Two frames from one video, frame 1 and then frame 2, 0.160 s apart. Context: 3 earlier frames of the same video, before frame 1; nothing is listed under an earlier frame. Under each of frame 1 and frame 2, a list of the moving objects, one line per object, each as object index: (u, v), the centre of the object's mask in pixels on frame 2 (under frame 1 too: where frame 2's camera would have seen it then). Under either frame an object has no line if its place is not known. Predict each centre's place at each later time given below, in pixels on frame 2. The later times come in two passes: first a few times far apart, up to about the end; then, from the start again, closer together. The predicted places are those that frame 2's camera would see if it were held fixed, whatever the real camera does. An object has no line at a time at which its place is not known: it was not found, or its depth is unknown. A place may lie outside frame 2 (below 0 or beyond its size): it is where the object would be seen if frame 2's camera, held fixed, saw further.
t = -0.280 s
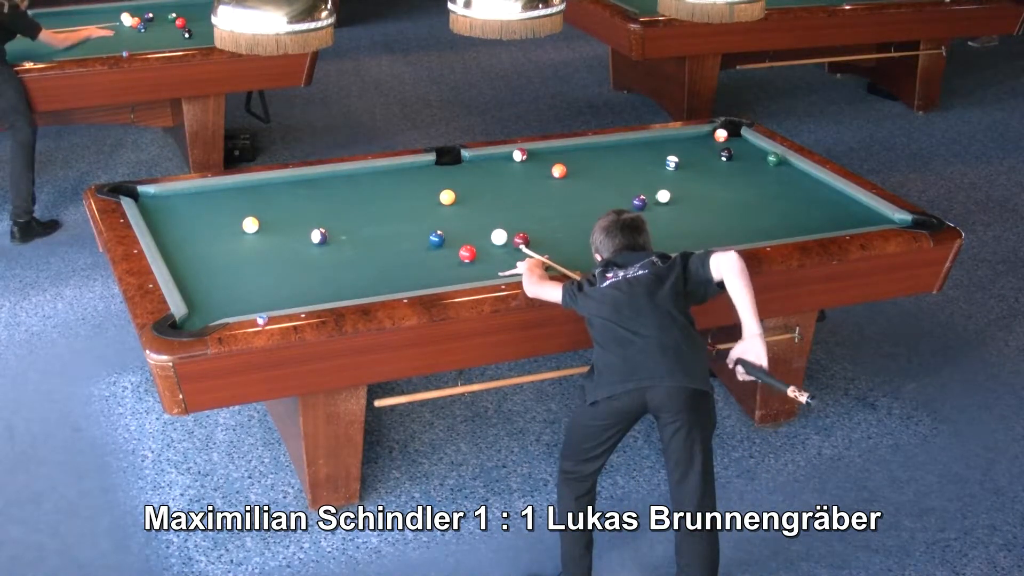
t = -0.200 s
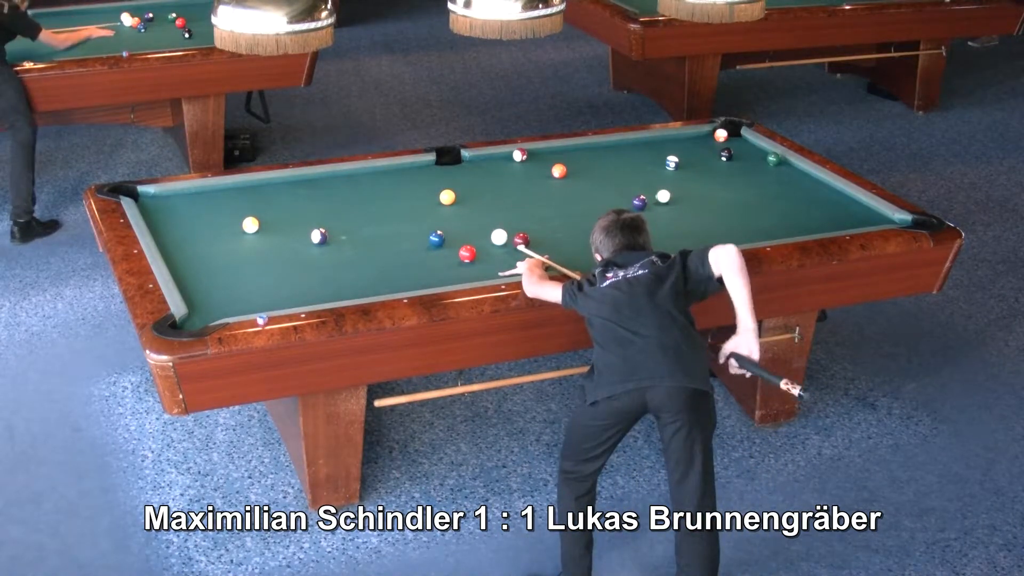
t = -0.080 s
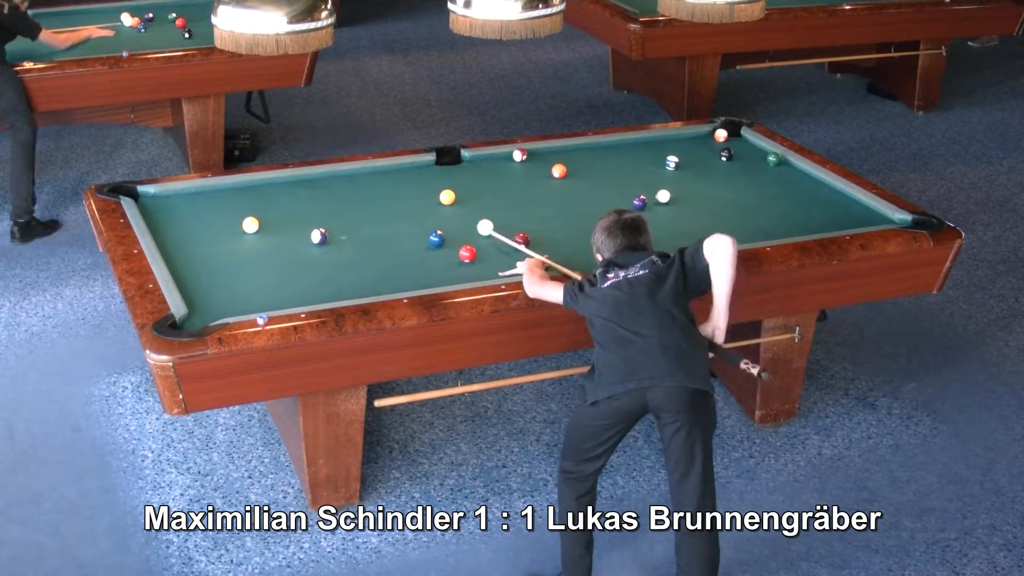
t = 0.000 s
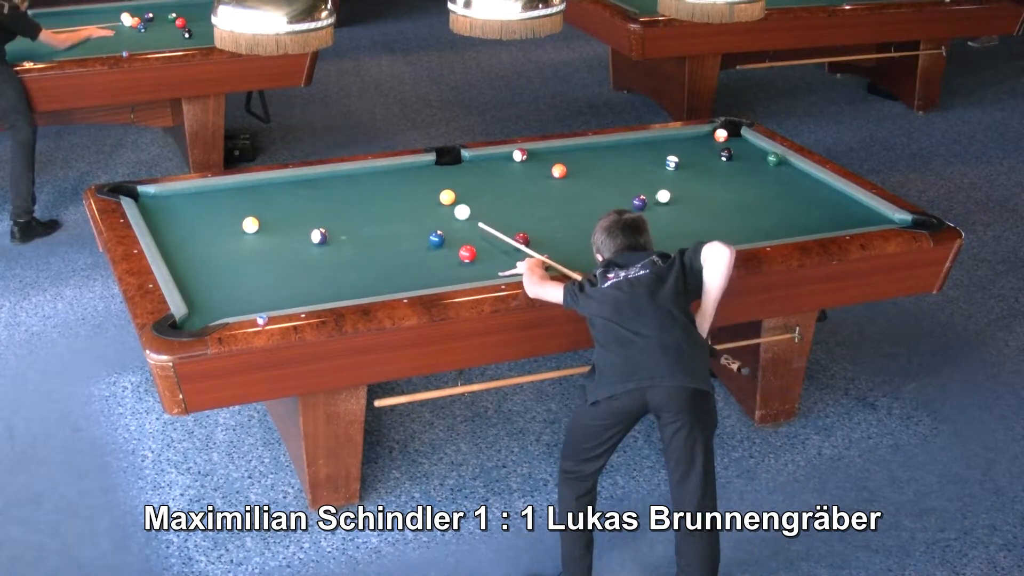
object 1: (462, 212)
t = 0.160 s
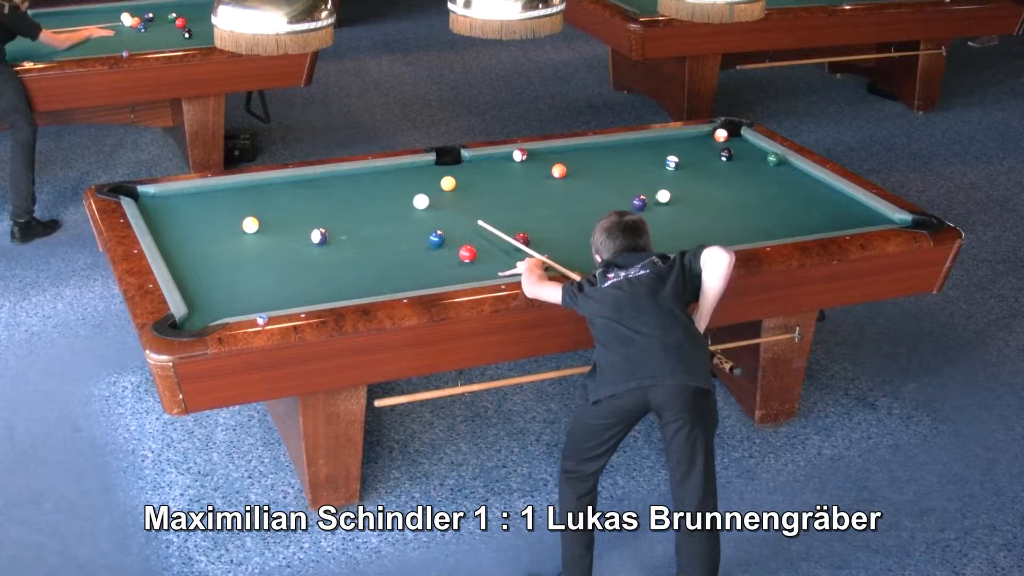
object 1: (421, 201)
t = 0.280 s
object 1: (391, 198)
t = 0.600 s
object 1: (316, 188)
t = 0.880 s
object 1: (259, 184)
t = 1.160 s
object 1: (214, 198)
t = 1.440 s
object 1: (168, 211)
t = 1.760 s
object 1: (171, 222)
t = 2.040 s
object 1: (202, 229)
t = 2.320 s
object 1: (232, 235)
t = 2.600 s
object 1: (262, 241)
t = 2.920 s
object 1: (294, 248)
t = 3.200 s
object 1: (321, 253)
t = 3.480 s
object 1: (347, 258)
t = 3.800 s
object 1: (375, 264)
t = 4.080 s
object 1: (397, 269)
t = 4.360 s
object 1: (419, 273)
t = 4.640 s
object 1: (438, 277)
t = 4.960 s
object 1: (458, 279)
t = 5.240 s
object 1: (466, 279)
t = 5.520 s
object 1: (474, 276)
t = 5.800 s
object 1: (475, 275)
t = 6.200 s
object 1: (482, 272)
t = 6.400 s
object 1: (478, 274)
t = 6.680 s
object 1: (478, 274)
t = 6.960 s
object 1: (478, 274)
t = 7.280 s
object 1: (478, 274)
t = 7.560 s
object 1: (478, 274)
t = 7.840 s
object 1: (478, 274)
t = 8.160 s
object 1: (478, 274)
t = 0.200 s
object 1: (411, 200)
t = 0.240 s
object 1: (401, 199)
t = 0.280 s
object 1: (391, 198)
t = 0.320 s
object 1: (381, 197)
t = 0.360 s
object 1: (372, 195)
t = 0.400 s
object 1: (362, 194)
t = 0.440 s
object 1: (353, 193)
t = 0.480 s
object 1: (343, 191)
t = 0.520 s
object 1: (334, 190)
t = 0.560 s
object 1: (325, 189)
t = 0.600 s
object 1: (316, 188)
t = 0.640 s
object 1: (307, 186)
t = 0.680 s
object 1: (298, 185)
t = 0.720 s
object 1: (289, 184)
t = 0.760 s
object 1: (281, 183)
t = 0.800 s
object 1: (272, 182)
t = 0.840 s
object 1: (265, 183)
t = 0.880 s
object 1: (259, 184)
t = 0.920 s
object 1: (252, 186)
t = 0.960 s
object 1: (246, 188)
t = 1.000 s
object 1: (239, 190)
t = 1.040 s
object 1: (233, 192)
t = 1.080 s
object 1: (226, 194)
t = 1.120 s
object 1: (220, 196)
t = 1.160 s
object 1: (214, 198)
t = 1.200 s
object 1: (207, 200)
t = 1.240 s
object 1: (201, 202)
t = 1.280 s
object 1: (194, 204)
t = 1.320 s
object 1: (188, 206)
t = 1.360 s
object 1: (181, 208)
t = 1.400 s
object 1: (175, 210)
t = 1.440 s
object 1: (168, 211)
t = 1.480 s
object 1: (162, 213)
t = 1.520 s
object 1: (156, 215)
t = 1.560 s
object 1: (150, 216)
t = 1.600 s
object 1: (153, 218)
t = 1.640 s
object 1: (157, 219)
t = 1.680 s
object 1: (162, 220)
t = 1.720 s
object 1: (166, 221)
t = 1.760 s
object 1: (171, 222)
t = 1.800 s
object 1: (175, 223)
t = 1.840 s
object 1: (180, 224)
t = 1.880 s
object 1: (184, 225)
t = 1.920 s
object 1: (189, 226)
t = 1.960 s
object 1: (193, 227)
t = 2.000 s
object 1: (198, 228)
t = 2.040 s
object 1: (202, 229)
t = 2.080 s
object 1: (206, 230)
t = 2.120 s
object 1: (211, 231)
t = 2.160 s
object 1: (215, 231)
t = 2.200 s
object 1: (220, 232)
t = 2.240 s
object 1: (224, 233)
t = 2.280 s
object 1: (228, 234)
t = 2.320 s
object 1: (232, 235)
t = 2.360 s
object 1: (237, 236)
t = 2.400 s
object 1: (241, 237)
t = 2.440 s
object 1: (245, 238)
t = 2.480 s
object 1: (249, 238)
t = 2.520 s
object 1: (254, 239)
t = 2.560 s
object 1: (258, 240)
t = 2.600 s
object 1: (262, 241)
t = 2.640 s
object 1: (266, 242)
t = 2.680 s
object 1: (270, 242)
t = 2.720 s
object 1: (274, 243)
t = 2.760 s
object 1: (278, 244)
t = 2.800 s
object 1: (282, 245)
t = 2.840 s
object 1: (286, 246)
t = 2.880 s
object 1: (290, 247)
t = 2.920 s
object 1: (294, 248)
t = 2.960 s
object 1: (298, 248)
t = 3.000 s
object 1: (302, 249)
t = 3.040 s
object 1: (306, 250)
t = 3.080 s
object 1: (310, 251)
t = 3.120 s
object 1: (314, 252)
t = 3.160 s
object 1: (318, 252)
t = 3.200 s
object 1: (321, 253)
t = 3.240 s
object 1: (325, 254)
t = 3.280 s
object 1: (329, 255)
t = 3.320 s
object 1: (333, 255)
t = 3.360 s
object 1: (336, 256)
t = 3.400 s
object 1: (340, 257)
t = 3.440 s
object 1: (344, 258)
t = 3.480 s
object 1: (347, 258)
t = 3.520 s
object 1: (351, 259)
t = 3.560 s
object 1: (354, 260)
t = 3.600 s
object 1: (358, 260)
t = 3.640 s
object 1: (361, 261)
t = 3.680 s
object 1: (365, 262)
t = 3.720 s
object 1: (368, 263)
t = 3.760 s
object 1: (372, 263)
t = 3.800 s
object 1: (375, 264)
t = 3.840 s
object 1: (378, 265)
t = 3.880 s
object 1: (381, 265)
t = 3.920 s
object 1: (385, 266)
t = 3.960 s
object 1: (388, 267)
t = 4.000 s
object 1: (391, 267)
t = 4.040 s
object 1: (394, 268)
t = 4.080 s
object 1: (397, 269)
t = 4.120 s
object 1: (401, 270)
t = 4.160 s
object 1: (404, 270)
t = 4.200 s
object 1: (407, 271)
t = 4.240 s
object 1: (410, 271)
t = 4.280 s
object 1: (413, 272)
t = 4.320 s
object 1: (416, 273)
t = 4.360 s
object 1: (419, 273)
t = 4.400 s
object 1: (421, 274)
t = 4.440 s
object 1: (424, 274)
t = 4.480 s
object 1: (427, 275)
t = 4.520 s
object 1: (430, 275)
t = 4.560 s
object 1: (433, 276)
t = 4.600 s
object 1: (435, 276)
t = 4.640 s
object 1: (438, 277)
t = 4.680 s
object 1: (441, 278)
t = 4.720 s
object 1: (443, 278)
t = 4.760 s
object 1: (446, 278)
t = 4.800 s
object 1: (449, 278)
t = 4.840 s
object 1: (451, 279)
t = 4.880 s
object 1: (453, 279)
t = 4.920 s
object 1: (456, 279)
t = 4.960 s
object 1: (458, 279)
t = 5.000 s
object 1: (460, 279)
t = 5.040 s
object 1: (463, 279)
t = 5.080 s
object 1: (464, 280)
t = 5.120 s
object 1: (465, 280)
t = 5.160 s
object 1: (465, 279)
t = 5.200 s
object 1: (466, 279)
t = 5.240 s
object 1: (466, 279)
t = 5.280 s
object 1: (468, 279)
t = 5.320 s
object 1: (469, 278)
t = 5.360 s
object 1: (470, 278)
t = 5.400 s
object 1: (472, 278)
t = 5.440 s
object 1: (473, 277)
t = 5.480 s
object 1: (474, 276)
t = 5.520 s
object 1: (474, 276)
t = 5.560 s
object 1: (473, 277)
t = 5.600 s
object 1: (474, 276)
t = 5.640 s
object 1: (474, 276)
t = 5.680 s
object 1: (475, 276)
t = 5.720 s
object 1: (475, 276)
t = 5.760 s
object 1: (475, 275)
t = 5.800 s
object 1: (475, 275)
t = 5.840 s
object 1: (473, 276)
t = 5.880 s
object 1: (470, 278)
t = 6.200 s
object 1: (482, 272)
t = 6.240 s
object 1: (478, 274)
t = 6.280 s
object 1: (478, 274)
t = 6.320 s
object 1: (478, 274)
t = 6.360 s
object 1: (478, 274)
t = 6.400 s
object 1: (478, 274)
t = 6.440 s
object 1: (478, 274)
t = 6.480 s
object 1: (478, 274)
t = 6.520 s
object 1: (478, 274)
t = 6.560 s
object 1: (478, 274)
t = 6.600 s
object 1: (478, 274)
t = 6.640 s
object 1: (478, 274)
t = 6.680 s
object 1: (478, 274)
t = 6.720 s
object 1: (478, 274)
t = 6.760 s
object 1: (478, 274)
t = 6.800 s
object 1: (478, 274)
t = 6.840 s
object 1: (478, 274)
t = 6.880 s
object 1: (478, 274)
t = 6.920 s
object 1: (478, 274)
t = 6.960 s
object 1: (478, 274)
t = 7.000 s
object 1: (478, 274)
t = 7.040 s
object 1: (478, 274)
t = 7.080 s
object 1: (478, 274)
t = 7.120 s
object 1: (478, 274)
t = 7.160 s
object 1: (478, 274)
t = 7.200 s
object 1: (478, 274)
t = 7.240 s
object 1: (478, 275)
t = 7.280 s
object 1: (478, 274)
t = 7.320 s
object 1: (478, 274)
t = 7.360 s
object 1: (478, 274)
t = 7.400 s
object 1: (478, 274)
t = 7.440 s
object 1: (478, 274)
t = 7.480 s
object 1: (478, 274)
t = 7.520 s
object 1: (478, 274)
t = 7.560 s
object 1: (478, 274)
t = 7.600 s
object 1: (478, 274)
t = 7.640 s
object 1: (478, 274)
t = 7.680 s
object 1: (478, 274)
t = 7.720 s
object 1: (478, 274)
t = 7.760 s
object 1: (478, 274)
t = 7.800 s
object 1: (478, 274)
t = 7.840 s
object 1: (478, 274)
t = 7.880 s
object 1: (478, 274)
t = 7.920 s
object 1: (478, 274)
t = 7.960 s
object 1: (478, 274)
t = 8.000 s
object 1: (478, 274)
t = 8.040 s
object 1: (478, 274)
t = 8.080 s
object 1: (478, 274)
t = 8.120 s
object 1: (478, 274)
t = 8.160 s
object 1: (478, 274)
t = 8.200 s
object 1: (481, 274)
